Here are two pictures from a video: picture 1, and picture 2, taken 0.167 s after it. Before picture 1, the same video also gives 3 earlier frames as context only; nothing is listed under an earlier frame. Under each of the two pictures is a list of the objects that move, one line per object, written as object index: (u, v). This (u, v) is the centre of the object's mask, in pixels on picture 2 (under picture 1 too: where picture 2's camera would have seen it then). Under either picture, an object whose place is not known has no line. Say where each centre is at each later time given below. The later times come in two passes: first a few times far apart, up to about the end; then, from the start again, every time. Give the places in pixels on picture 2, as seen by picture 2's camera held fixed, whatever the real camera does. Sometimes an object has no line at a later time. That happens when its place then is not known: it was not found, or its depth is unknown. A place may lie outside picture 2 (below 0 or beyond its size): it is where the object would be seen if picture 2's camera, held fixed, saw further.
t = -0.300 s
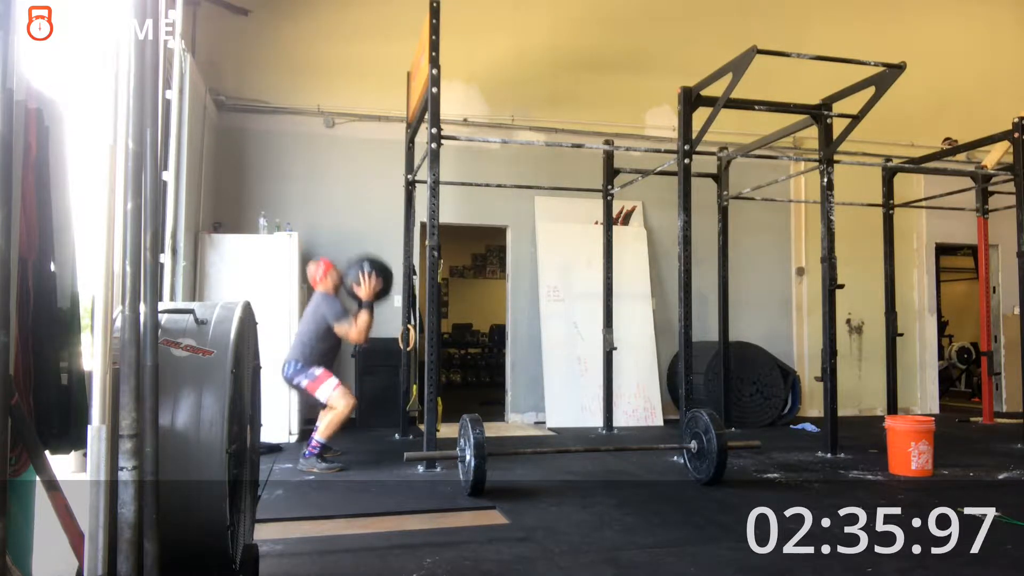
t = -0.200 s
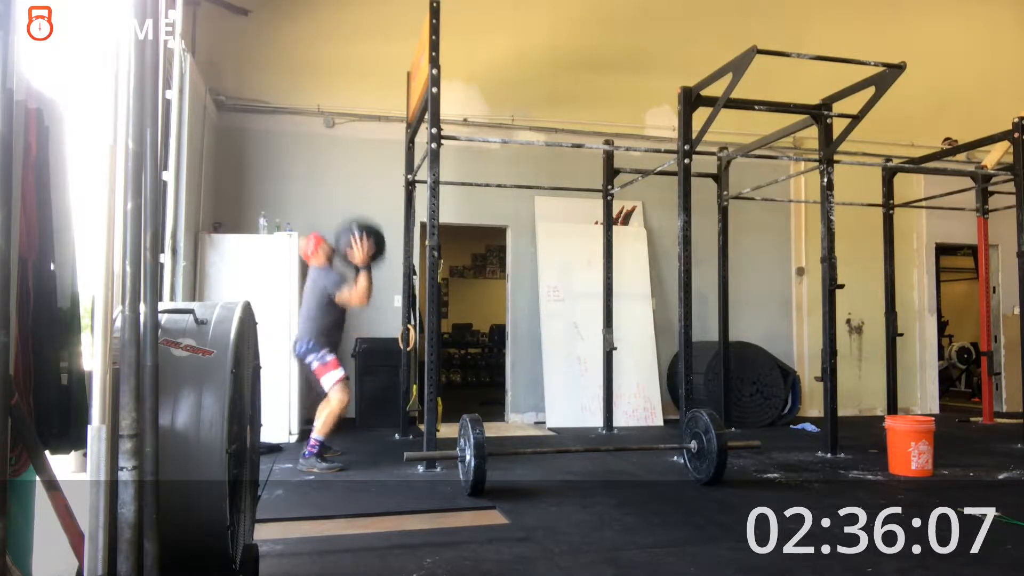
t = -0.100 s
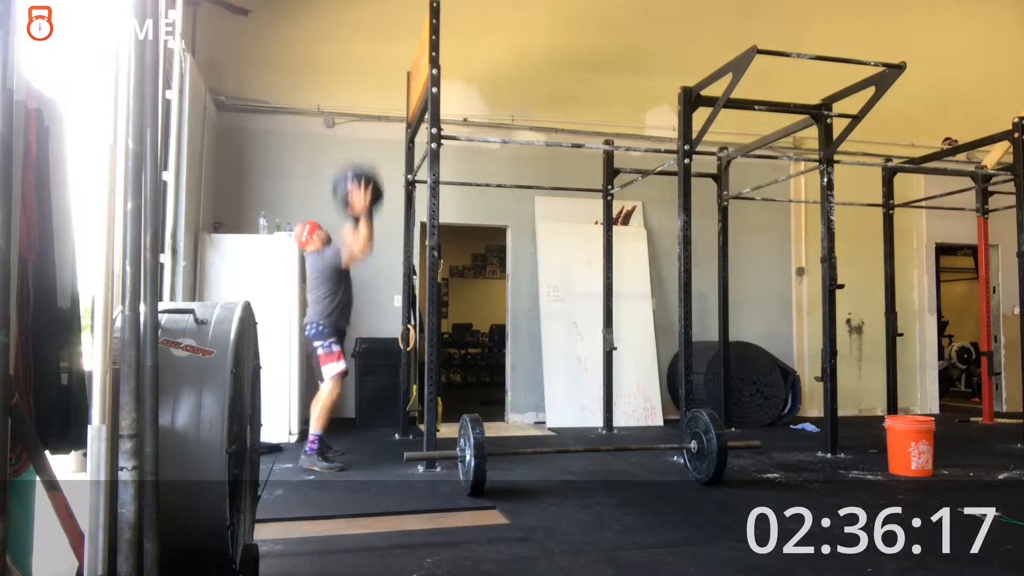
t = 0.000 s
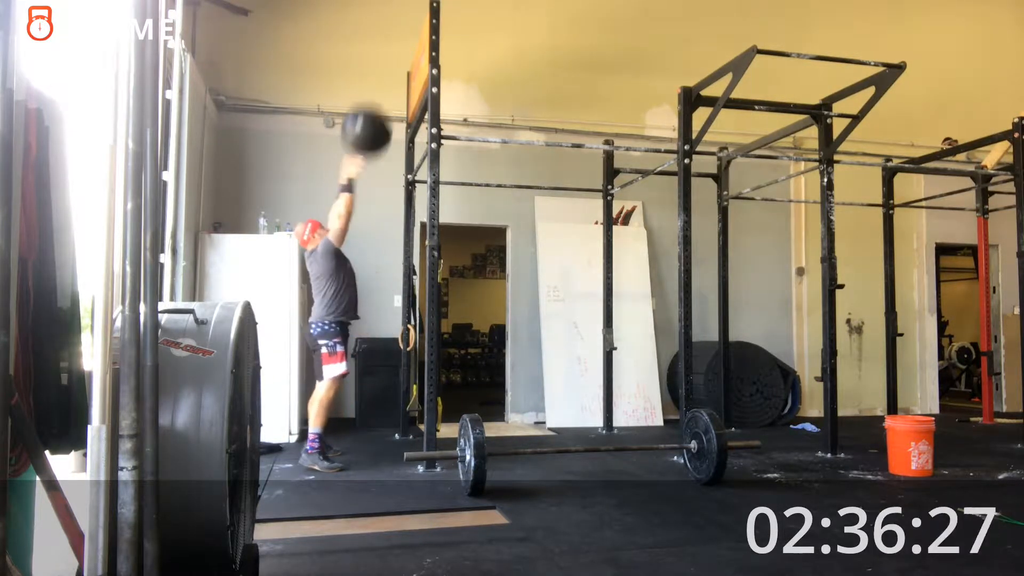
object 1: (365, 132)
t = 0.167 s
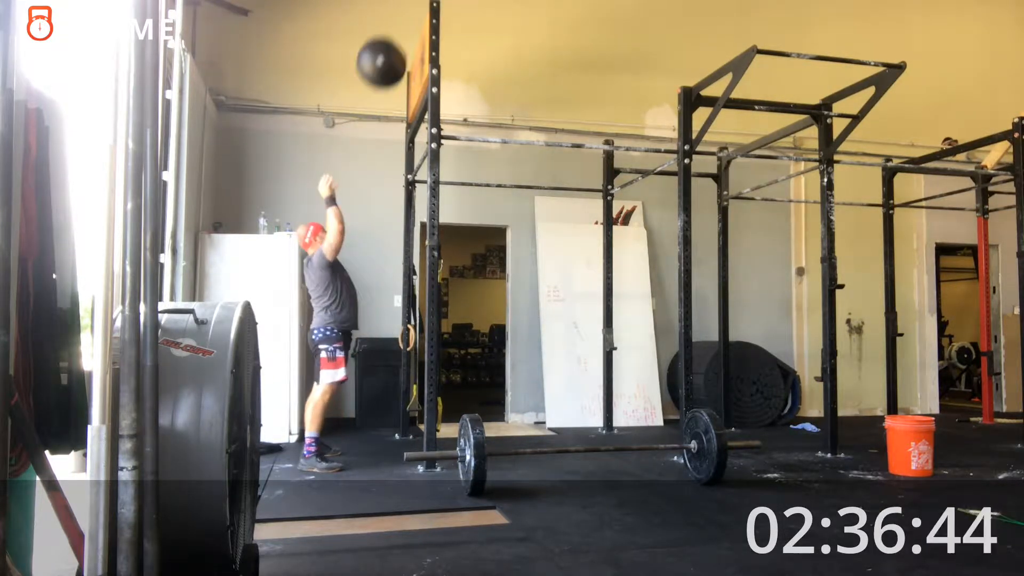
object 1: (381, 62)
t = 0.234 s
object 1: (387, 46)
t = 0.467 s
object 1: (400, 35)
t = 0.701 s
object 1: (386, 84)
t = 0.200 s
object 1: (384, 54)
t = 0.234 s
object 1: (387, 46)
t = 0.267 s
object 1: (390, 40)
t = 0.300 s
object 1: (392, 36)
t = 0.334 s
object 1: (395, 33)
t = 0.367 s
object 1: (398, 32)
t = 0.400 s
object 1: (401, 32)
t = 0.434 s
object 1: (401, 33)
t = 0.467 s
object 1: (400, 35)
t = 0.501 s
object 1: (398, 38)
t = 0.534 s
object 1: (396, 42)
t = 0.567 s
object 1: (394, 48)
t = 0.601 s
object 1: (392, 55)
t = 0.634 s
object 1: (390, 63)
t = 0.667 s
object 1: (388, 73)
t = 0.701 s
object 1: (386, 84)
